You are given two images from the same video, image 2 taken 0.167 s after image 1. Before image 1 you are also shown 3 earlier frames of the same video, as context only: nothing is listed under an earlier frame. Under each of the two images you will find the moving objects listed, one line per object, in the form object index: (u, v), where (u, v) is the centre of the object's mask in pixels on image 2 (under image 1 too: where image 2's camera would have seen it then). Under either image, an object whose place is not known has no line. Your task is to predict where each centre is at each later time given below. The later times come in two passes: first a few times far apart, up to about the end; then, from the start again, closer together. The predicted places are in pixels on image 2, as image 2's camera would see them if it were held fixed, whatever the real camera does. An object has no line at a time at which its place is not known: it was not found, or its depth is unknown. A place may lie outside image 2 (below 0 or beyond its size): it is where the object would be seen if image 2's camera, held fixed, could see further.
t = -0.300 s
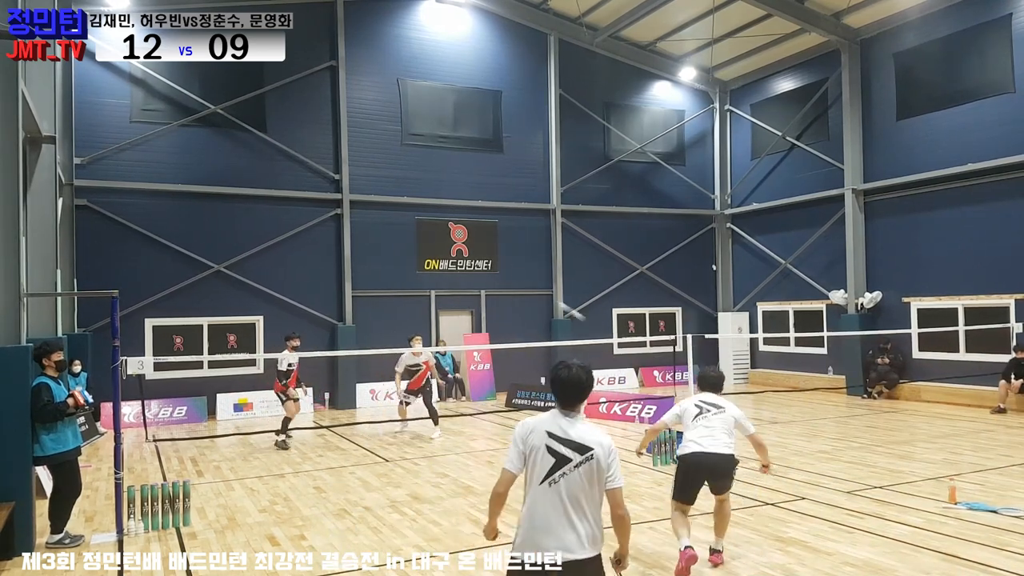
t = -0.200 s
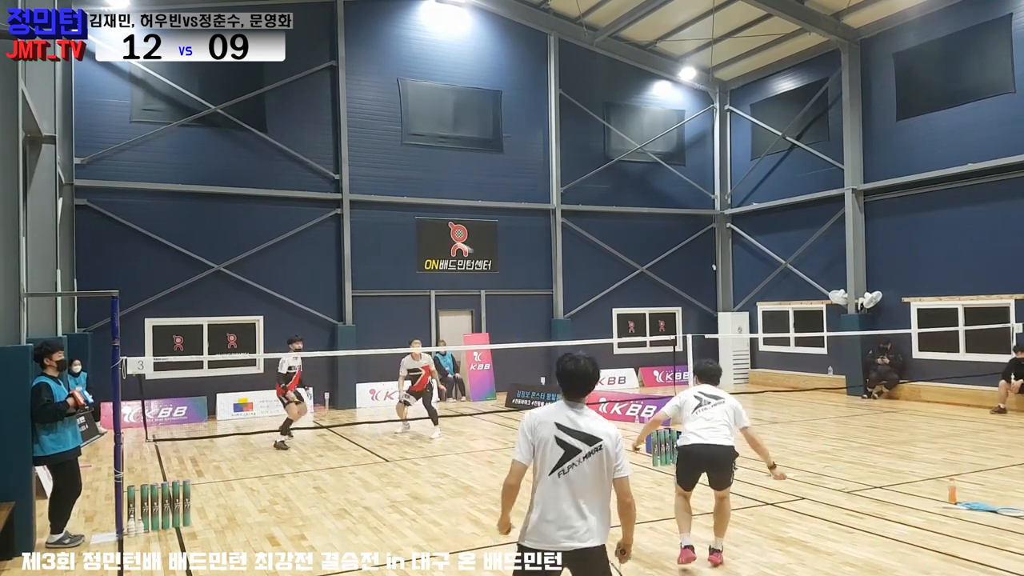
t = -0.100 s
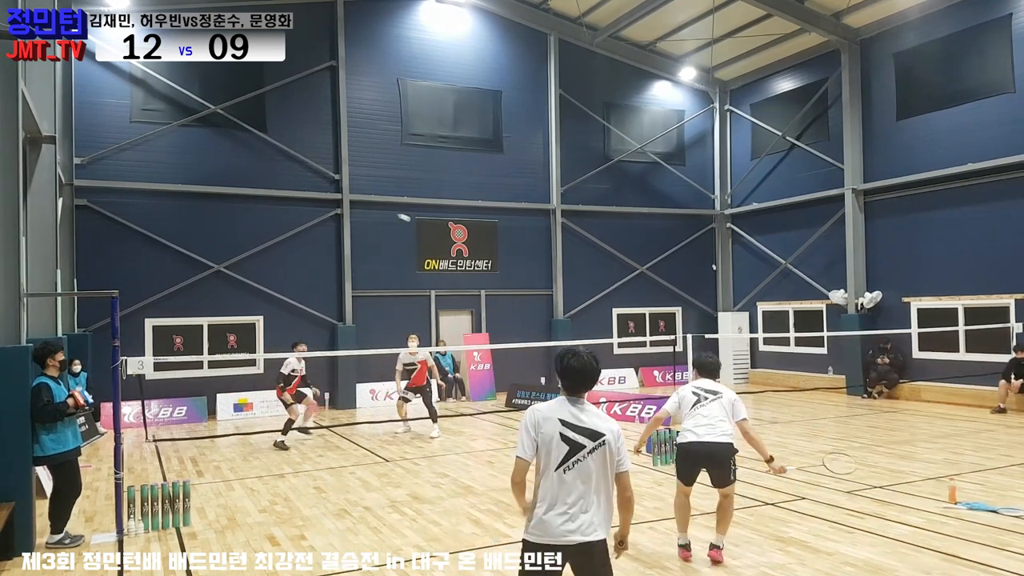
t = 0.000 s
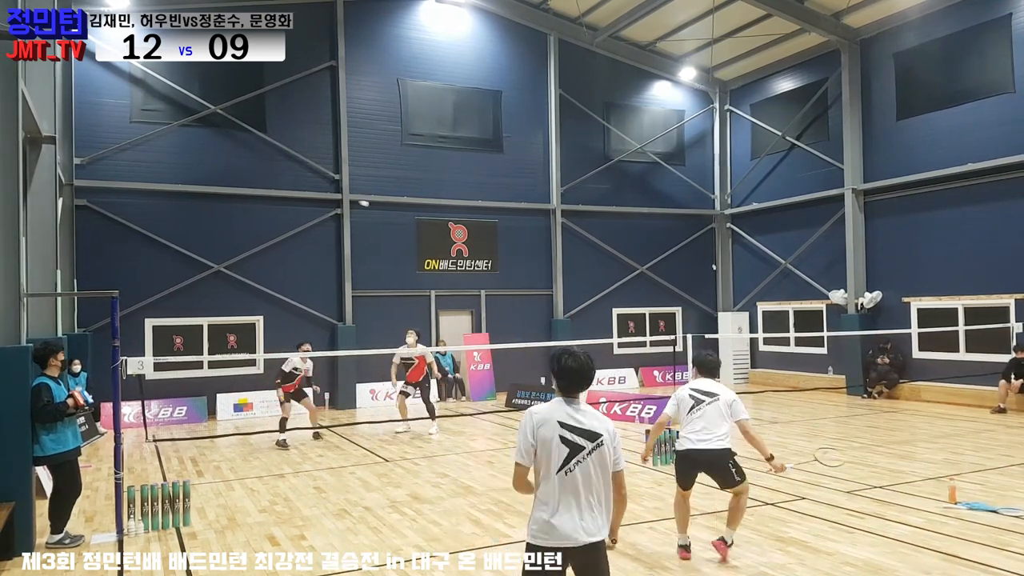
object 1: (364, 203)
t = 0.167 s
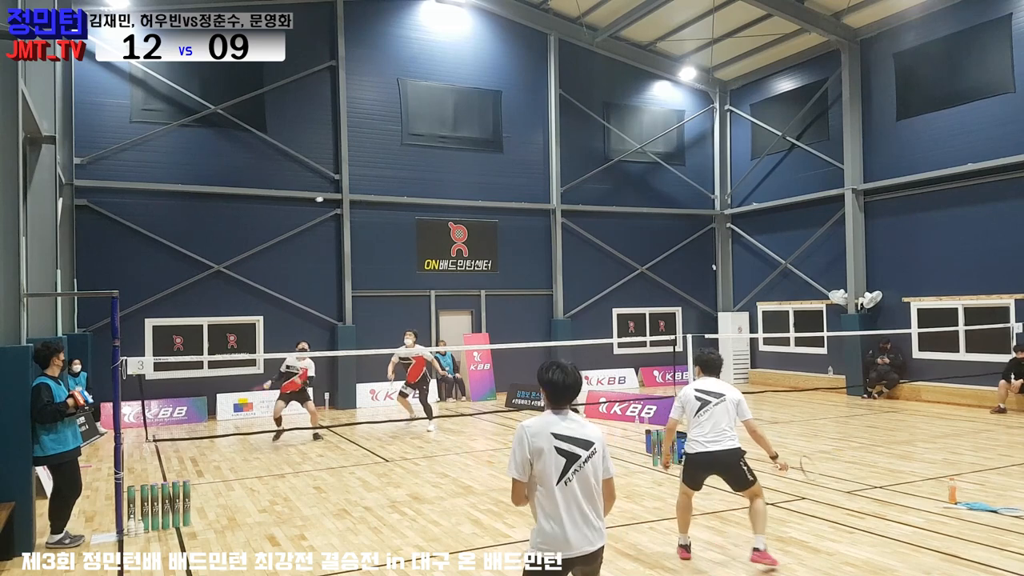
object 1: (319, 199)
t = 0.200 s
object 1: (312, 201)
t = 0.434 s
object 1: (276, 226)
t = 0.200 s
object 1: (312, 201)
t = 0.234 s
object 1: (305, 202)
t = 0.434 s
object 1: (276, 226)
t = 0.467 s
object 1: (272, 232)
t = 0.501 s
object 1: (268, 238)
